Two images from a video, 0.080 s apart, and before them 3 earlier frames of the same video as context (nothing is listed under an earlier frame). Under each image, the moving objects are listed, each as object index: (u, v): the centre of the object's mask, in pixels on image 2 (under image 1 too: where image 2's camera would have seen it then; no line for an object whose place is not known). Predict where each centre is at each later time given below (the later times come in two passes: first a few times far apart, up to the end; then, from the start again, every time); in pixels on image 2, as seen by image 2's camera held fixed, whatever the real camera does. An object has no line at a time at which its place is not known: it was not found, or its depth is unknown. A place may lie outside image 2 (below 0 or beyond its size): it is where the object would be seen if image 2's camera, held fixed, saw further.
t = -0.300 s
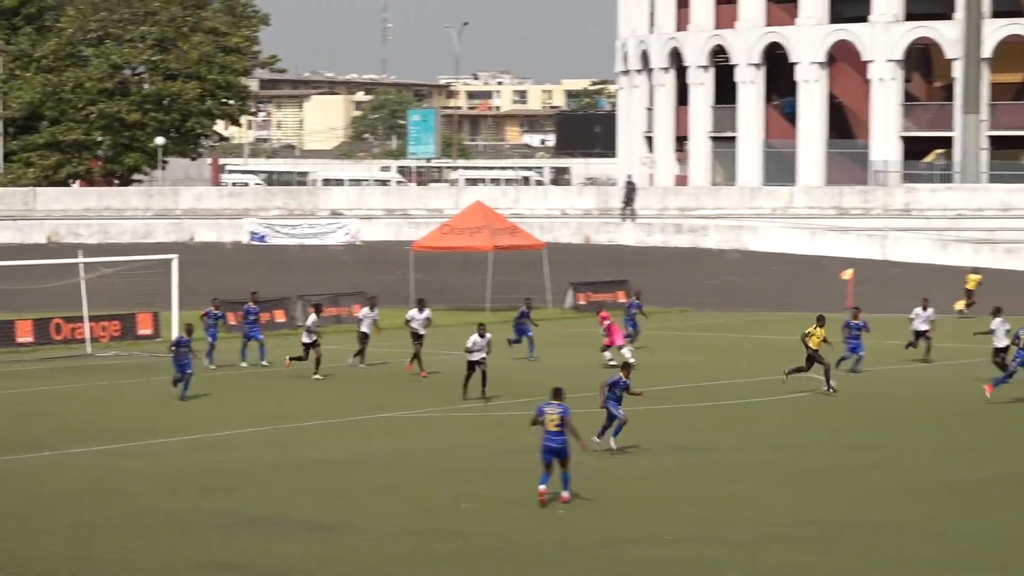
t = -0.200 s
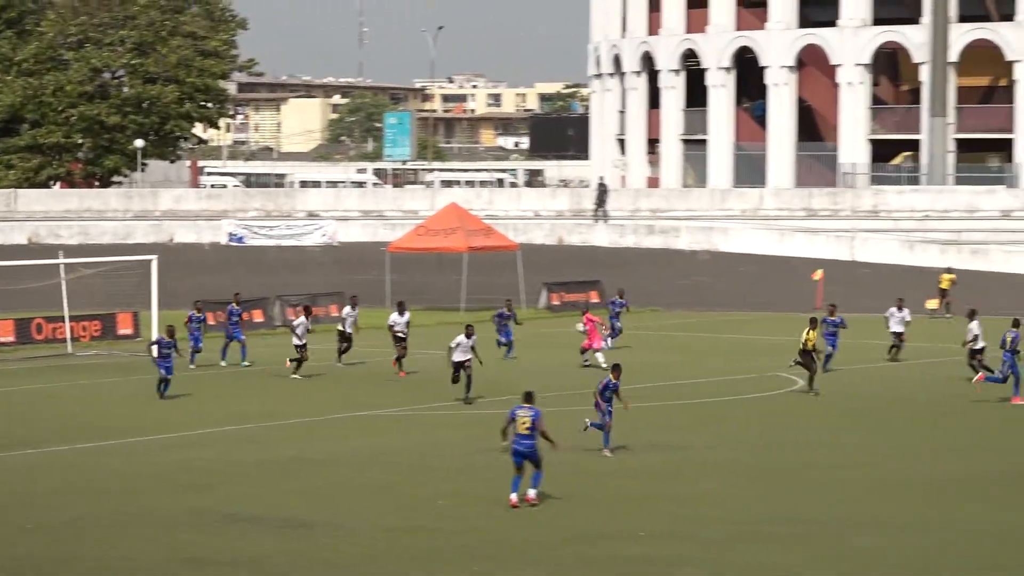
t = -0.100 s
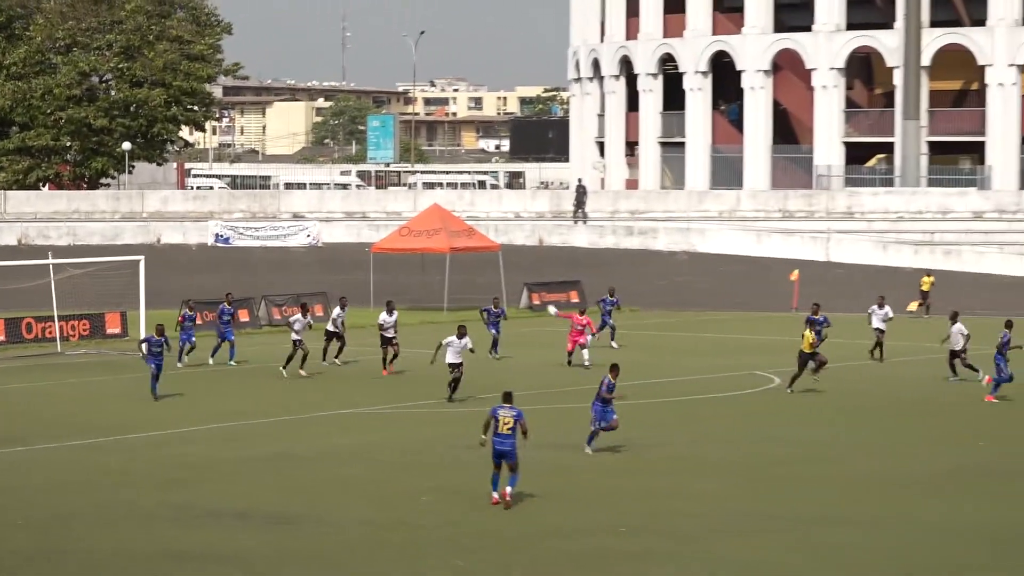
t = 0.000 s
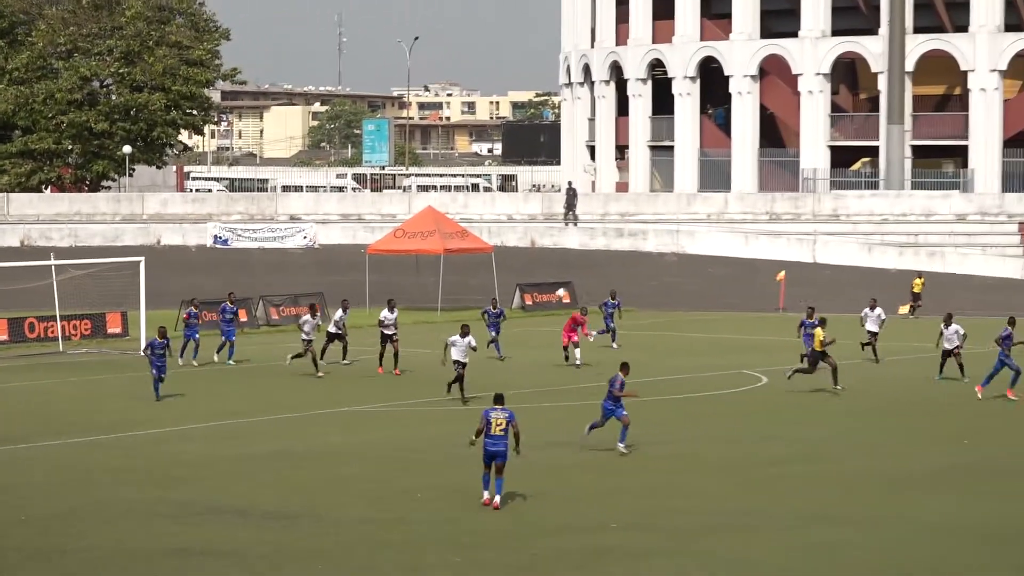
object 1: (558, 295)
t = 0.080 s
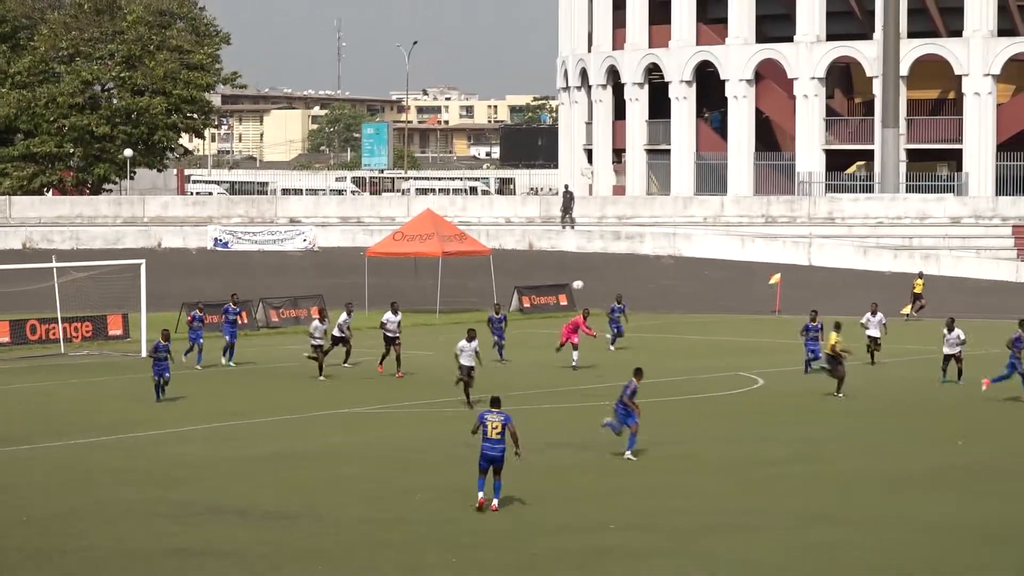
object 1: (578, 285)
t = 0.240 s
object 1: (610, 270)
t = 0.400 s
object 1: (634, 264)
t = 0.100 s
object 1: (582, 283)
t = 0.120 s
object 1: (586, 280)
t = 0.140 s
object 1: (590, 278)
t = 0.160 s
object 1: (594, 276)
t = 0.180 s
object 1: (599, 275)
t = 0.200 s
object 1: (602, 273)
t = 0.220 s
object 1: (606, 271)
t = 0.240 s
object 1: (610, 270)
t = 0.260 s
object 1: (613, 268)
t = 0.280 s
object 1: (616, 267)
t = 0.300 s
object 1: (620, 267)
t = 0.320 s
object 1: (623, 266)
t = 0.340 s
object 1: (626, 265)
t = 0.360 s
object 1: (629, 265)
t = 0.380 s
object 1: (632, 264)
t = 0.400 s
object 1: (634, 264)
